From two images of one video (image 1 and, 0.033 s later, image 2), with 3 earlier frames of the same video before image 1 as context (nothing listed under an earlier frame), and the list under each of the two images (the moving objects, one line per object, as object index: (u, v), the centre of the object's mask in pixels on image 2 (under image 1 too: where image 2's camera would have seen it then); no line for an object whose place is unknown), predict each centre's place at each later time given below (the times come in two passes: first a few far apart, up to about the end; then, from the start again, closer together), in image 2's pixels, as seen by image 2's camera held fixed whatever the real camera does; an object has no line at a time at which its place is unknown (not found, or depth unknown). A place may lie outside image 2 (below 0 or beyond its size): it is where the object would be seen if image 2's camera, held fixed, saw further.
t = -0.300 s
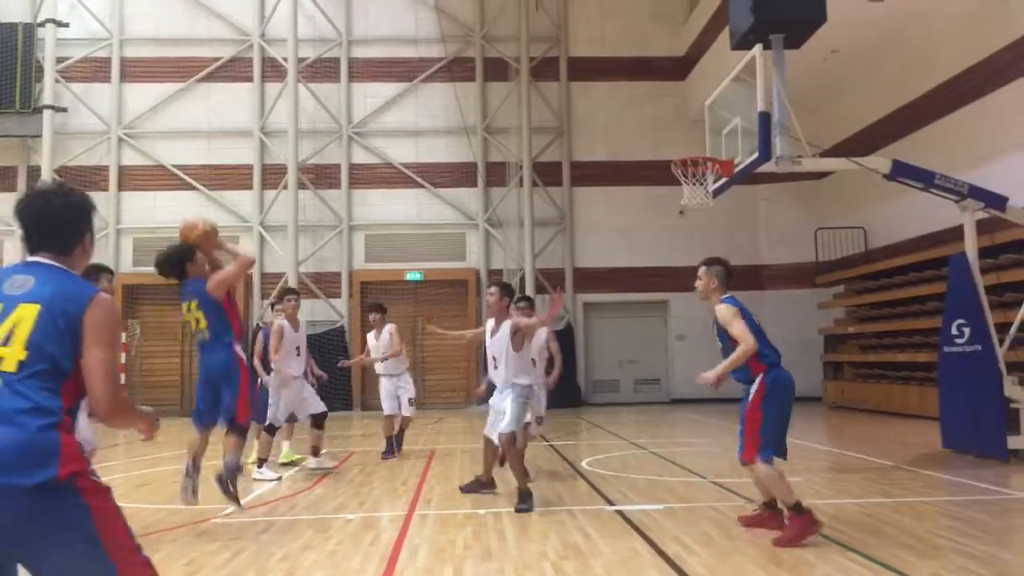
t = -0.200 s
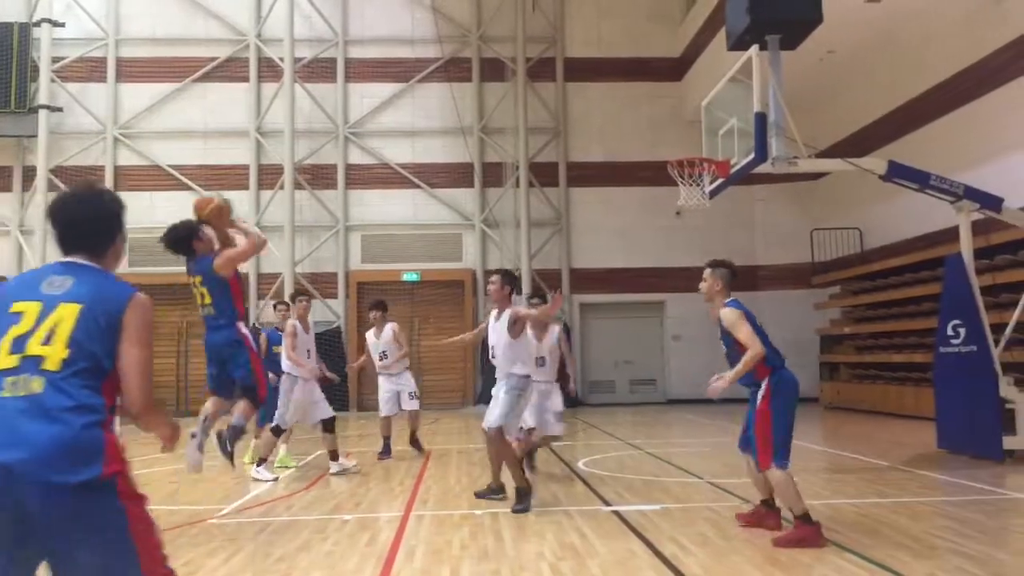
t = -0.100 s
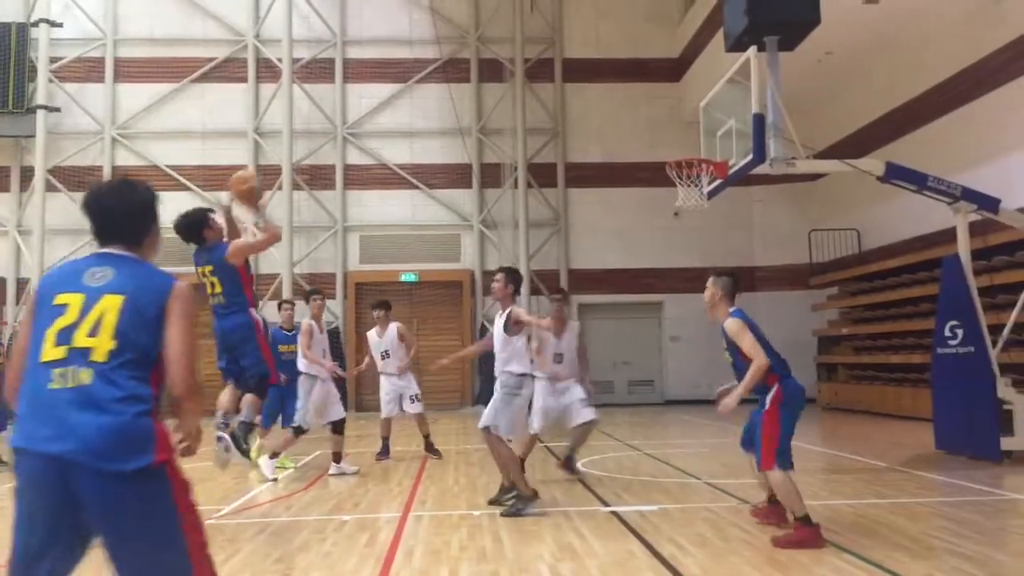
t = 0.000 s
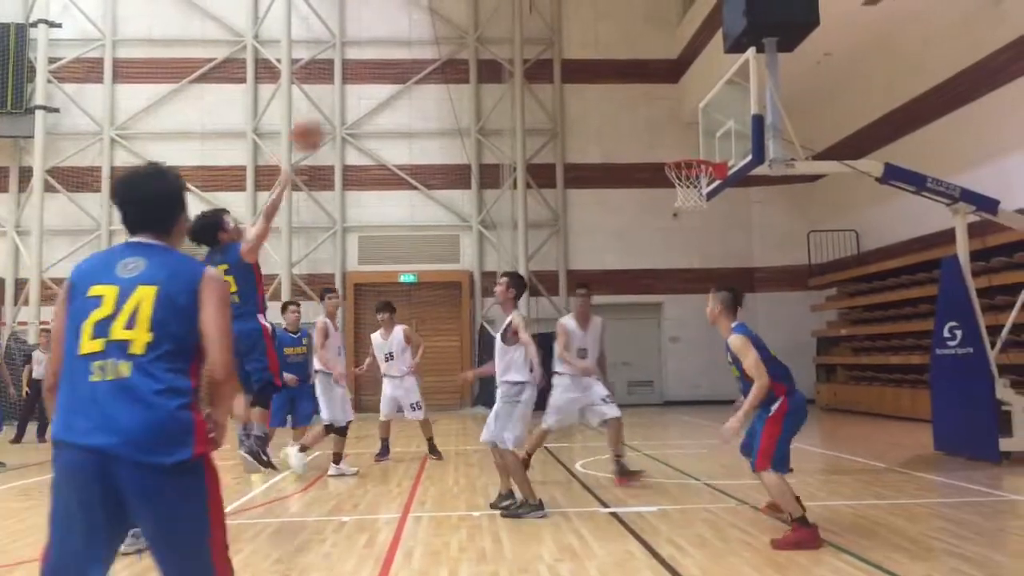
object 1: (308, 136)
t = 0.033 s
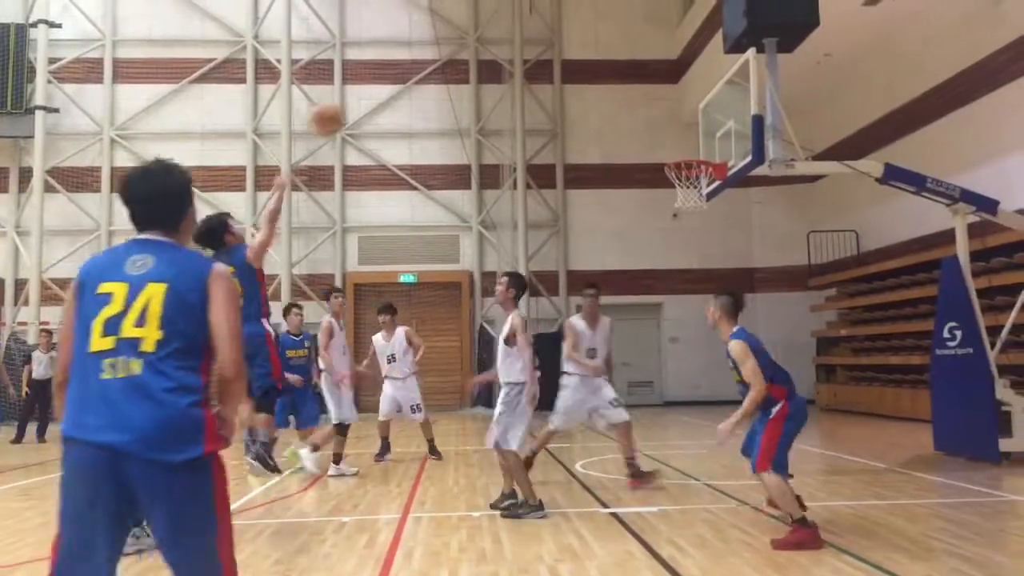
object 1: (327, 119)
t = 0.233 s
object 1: (445, 63)
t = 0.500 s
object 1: (561, 61)
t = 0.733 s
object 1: (649, 119)
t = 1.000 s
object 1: (702, 209)
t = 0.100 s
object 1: (368, 92)
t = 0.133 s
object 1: (386, 81)
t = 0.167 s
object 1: (403, 74)
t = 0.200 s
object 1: (423, 68)
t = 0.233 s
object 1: (445, 63)
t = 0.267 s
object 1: (458, 56)
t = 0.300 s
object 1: (473, 53)
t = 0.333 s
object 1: (488, 51)
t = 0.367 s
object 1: (502, 51)
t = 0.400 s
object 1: (522, 52)
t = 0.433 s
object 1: (535, 56)
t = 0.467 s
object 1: (549, 58)
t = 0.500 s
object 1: (561, 61)
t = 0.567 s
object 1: (587, 72)
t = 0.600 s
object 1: (599, 78)
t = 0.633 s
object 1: (611, 86)
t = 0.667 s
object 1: (624, 97)
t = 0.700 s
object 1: (637, 108)
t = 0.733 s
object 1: (649, 119)
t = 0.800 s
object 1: (671, 143)
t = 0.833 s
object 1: (681, 156)
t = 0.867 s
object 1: (688, 164)
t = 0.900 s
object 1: (690, 172)
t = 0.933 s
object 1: (695, 182)
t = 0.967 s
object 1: (698, 195)
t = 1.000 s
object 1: (702, 209)
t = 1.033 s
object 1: (708, 222)
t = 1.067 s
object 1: (713, 238)
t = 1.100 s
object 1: (720, 257)
